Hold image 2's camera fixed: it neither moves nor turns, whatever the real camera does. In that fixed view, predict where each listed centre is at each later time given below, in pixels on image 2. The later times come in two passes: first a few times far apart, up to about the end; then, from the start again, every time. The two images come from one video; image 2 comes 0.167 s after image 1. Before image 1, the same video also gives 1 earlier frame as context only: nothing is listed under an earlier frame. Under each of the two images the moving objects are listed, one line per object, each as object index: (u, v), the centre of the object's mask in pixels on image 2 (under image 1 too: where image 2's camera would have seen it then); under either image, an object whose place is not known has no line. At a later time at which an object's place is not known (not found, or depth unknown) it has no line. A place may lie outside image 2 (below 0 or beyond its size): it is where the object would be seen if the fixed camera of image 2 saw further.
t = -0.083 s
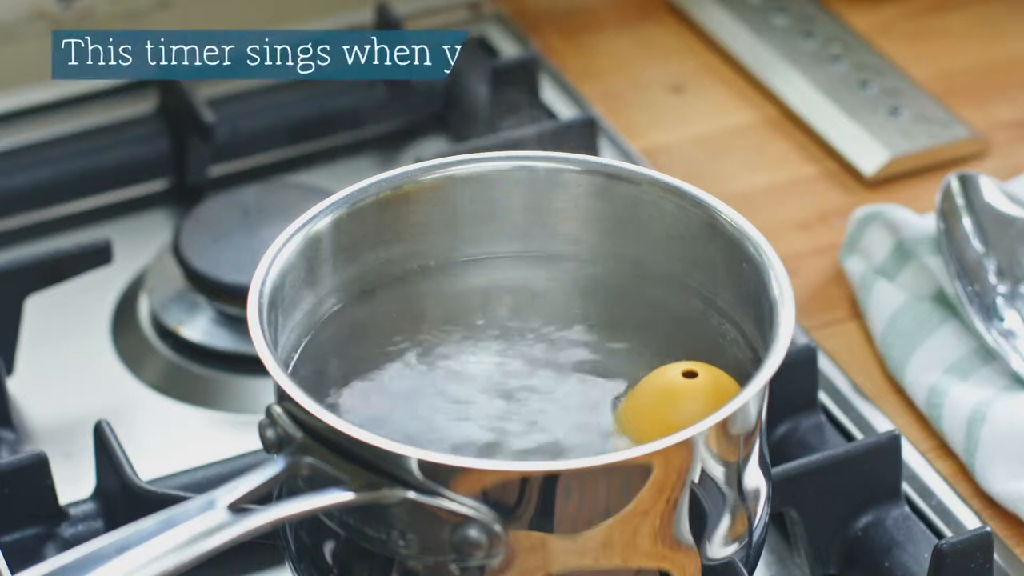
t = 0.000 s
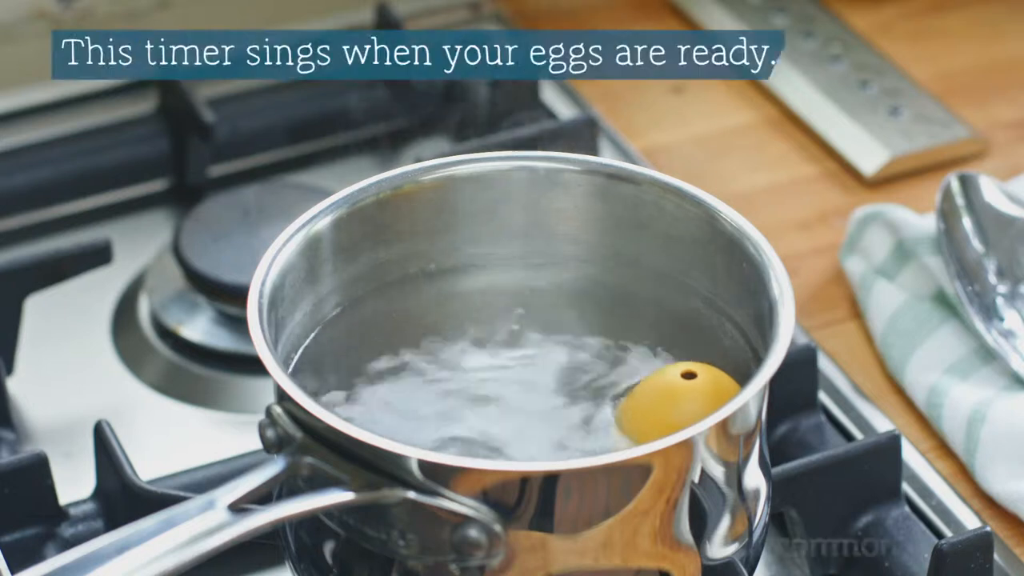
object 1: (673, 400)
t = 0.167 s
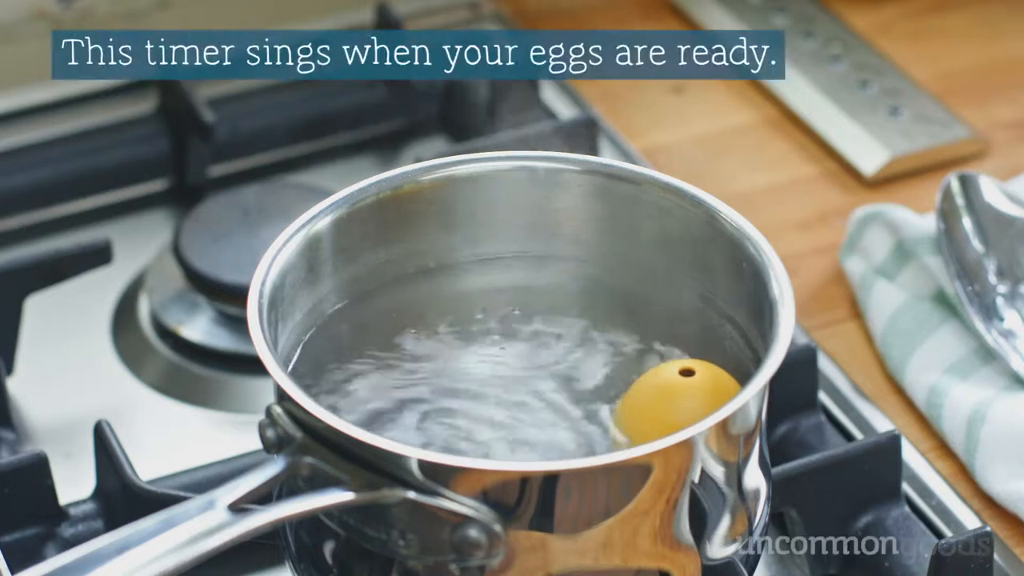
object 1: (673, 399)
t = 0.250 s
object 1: (670, 399)
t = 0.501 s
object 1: (672, 398)
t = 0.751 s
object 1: (672, 397)
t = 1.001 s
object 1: (674, 394)
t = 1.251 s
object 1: (673, 393)
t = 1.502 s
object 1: (673, 390)
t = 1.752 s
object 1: (672, 391)
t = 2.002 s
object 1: (676, 388)
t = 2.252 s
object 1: (680, 386)
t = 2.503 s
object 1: (679, 386)
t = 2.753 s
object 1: (679, 385)
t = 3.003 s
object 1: (679, 383)
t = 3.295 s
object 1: (677, 382)
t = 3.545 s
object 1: (671, 384)
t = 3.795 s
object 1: (677, 374)
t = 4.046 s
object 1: (674, 369)
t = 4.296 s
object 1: (672, 367)
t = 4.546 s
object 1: (666, 361)
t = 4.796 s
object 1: (660, 369)
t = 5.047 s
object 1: (658, 355)
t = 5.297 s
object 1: (651, 351)
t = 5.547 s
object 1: (650, 353)
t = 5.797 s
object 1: (637, 353)
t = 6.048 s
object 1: (643, 351)
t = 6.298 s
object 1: (638, 348)
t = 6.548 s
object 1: (637, 347)
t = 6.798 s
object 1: (643, 352)
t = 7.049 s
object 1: (641, 351)
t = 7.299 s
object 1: (645, 354)
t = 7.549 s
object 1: (647, 354)
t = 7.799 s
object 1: (641, 355)
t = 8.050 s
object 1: (643, 372)
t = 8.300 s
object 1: (648, 359)
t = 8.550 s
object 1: (641, 358)
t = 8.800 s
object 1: (647, 357)
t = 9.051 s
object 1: (639, 369)
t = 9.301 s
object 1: (636, 356)
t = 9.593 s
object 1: (631, 348)
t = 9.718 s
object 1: (632, 362)
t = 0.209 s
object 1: (673, 399)
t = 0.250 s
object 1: (670, 399)
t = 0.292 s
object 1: (671, 399)
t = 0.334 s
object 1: (671, 400)
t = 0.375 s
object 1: (673, 398)
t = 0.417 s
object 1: (672, 399)
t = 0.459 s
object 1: (672, 399)
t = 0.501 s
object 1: (672, 398)
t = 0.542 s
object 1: (672, 397)
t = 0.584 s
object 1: (672, 397)
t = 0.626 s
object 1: (672, 397)
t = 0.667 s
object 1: (672, 396)
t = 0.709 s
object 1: (672, 397)
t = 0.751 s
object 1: (672, 397)
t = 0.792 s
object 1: (673, 397)
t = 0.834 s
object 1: (673, 397)
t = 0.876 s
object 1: (674, 396)
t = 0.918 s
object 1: (673, 396)
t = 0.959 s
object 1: (671, 397)
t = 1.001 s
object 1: (674, 394)
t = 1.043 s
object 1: (674, 394)
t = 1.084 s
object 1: (671, 396)
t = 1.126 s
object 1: (671, 395)
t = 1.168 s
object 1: (674, 393)
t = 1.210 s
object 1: (674, 392)
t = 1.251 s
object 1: (673, 393)
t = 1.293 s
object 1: (673, 393)
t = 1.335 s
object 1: (673, 392)
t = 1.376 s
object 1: (674, 391)
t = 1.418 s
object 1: (671, 394)
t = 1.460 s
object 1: (670, 394)
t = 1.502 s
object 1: (673, 390)
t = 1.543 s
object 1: (674, 390)
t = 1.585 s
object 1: (674, 390)
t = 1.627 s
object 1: (673, 391)
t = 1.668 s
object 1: (674, 390)
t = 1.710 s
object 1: (675, 389)
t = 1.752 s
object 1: (672, 391)
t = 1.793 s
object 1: (670, 393)
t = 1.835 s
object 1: (674, 389)
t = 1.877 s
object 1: (675, 388)
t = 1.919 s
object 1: (675, 389)
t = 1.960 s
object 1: (676, 389)
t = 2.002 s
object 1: (676, 388)
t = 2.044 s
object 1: (677, 387)
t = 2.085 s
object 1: (678, 386)
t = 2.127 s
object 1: (672, 391)
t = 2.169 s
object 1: (675, 389)
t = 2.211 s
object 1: (677, 387)
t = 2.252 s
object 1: (680, 386)
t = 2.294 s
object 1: (675, 391)
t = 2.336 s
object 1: (680, 387)
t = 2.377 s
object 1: (678, 387)
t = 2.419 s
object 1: (678, 387)
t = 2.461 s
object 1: (678, 387)
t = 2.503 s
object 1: (679, 386)
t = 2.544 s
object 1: (679, 386)
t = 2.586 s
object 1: (679, 386)
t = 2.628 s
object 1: (679, 385)
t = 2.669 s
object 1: (680, 385)
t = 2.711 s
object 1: (680, 385)
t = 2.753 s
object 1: (679, 385)
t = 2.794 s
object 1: (679, 385)
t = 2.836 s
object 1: (679, 385)
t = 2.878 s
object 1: (678, 385)
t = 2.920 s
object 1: (678, 385)
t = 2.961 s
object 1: (678, 384)
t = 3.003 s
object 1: (679, 383)
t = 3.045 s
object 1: (679, 383)
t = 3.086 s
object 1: (678, 383)
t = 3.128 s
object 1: (678, 382)
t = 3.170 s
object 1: (678, 382)
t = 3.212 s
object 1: (678, 381)
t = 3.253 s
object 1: (679, 379)
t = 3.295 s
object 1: (677, 382)
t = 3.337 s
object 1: (677, 382)
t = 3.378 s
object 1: (677, 382)
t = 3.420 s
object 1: (680, 379)
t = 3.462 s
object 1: (676, 381)
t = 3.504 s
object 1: (679, 377)
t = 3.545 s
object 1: (671, 384)
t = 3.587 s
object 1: (671, 382)
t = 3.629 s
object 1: (675, 377)
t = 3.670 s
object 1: (677, 373)
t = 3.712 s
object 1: (677, 375)
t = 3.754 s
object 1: (676, 376)
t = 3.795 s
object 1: (677, 374)
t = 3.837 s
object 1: (677, 371)
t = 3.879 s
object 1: (678, 370)
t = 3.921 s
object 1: (673, 377)
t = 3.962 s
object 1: (668, 379)
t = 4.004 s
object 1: (671, 375)
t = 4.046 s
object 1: (674, 369)
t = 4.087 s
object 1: (674, 369)
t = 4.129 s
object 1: (674, 370)
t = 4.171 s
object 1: (673, 369)
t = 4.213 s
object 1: (673, 367)
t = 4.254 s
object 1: (673, 369)
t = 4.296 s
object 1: (672, 367)
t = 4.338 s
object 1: (670, 365)
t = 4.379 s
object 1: (670, 366)
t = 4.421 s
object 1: (668, 363)
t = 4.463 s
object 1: (661, 374)
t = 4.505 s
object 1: (663, 372)
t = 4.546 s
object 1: (666, 361)
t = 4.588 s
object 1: (667, 361)
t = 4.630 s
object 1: (666, 359)
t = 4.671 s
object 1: (666, 364)
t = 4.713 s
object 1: (664, 360)
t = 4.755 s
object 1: (662, 368)
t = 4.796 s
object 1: (660, 369)
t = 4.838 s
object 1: (655, 371)
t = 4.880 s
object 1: (659, 355)
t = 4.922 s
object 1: (659, 357)
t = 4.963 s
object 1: (660, 359)
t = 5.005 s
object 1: (659, 363)
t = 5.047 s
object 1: (658, 355)
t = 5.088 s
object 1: (658, 363)
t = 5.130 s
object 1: (657, 360)
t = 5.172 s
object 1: (655, 354)
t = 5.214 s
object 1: (652, 353)
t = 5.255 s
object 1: (650, 352)
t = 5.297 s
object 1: (651, 351)
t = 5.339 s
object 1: (653, 355)
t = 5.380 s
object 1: (653, 358)
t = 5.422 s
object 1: (648, 348)
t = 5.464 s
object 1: (649, 351)
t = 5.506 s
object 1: (648, 349)
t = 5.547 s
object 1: (650, 353)
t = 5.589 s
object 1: (649, 354)
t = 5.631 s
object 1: (646, 349)
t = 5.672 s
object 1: (643, 346)
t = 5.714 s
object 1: (638, 362)
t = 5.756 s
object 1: (640, 351)
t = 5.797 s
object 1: (637, 353)
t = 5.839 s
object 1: (640, 349)
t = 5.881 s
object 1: (644, 348)
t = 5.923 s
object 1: (639, 363)
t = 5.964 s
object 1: (640, 348)
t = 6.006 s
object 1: (639, 348)
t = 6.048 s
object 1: (643, 351)
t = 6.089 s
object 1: (642, 354)
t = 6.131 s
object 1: (639, 361)
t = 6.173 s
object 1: (638, 350)
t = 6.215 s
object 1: (637, 346)
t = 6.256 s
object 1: (641, 348)
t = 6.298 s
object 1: (638, 348)
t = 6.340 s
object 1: (637, 348)
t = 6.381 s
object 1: (640, 349)
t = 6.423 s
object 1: (636, 346)
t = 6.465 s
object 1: (636, 347)
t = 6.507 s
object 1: (639, 348)
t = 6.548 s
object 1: (637, 347)
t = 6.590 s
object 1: (638, 349)
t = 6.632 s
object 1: (638, 349)
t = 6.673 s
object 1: (637, 348)
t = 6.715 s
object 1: (638, 348)
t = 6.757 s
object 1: (641, 350)
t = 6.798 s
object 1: (643, 352)
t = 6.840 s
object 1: (642, 352)
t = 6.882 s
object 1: (641, 349)
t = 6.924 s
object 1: (640, 350)
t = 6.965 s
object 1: (642, 355)
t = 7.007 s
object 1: (641, 351)
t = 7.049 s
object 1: (641, 351)
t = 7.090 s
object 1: (640, 354)
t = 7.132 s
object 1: (638, 345)
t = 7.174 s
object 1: (640, 349)
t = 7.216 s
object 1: (643, 351)
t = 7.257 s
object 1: (641, 362)
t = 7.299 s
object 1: (645, 354)
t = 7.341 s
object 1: (639, 365)
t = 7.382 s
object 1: (642, 352)
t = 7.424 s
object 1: (640, 352)
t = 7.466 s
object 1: (640, 351)
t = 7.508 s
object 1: (647, 361)
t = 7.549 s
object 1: (647, 354)
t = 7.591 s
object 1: (639, 366)
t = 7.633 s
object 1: (641, 355)
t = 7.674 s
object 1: (642, 364)
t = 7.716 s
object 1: (643, 354)
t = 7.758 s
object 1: (641, 353)
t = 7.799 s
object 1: (641, 355)
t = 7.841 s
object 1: (645, 366)
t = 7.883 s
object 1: (646, 365)
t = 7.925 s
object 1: (641, 354)
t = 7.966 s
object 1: (641, 352)
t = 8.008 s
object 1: (645, 369)
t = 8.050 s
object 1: (643, 372)
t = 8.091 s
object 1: (642, 370)
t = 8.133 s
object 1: (639, 367)
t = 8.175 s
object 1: (642, 354)
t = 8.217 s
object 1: (645, 355)
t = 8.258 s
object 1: (649, 359)
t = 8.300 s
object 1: (648, 359)
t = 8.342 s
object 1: (647, 359)
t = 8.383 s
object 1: (647, 354)
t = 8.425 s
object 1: (649, 356)
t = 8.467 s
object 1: (646, 359)
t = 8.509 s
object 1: (644, 356)
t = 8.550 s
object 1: (641, 358)
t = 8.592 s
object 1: (640, 367)
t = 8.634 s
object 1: (646, 359)
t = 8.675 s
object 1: (644, 368)
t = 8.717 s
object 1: (644, 355)
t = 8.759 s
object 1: (642, 355)
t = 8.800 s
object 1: (647, 357)
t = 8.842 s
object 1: (646, 368)
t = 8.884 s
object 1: (641, 363)
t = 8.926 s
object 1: (639, 357)
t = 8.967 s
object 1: (642, 367)
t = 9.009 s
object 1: (641, 369)
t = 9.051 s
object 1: (639, 369)
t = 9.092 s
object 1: (634, 358)
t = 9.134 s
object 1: (638, 355)
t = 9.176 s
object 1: (642, 357)
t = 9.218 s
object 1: (641, 368)
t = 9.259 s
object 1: (643, 364)
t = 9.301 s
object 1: (636, 356)
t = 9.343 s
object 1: (631, 355)
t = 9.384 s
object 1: (639, 356)
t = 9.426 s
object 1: (638, 360)
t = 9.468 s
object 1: (640, 358)
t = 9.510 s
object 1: (637, 356)
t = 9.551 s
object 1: (632, 349)
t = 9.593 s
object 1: (631, 348)
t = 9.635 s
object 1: (636, 355)
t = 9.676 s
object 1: (636, 355)
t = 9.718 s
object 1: (632, 362)
